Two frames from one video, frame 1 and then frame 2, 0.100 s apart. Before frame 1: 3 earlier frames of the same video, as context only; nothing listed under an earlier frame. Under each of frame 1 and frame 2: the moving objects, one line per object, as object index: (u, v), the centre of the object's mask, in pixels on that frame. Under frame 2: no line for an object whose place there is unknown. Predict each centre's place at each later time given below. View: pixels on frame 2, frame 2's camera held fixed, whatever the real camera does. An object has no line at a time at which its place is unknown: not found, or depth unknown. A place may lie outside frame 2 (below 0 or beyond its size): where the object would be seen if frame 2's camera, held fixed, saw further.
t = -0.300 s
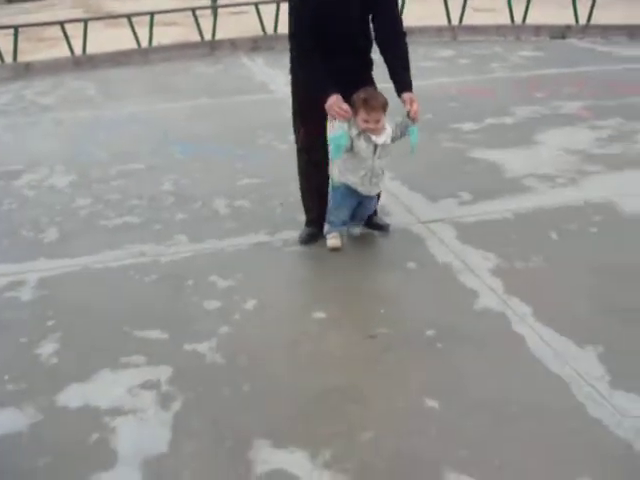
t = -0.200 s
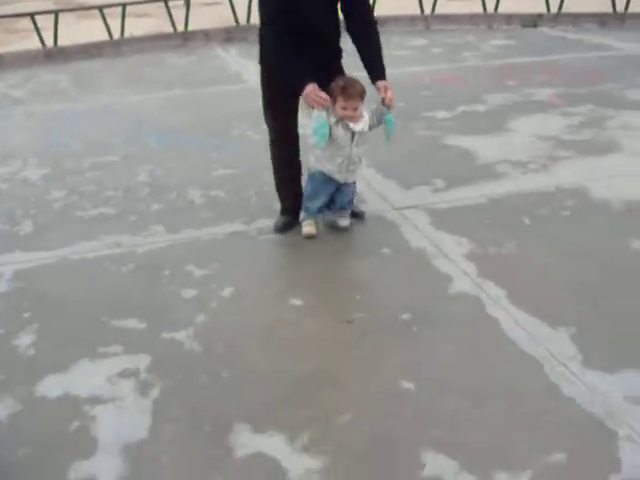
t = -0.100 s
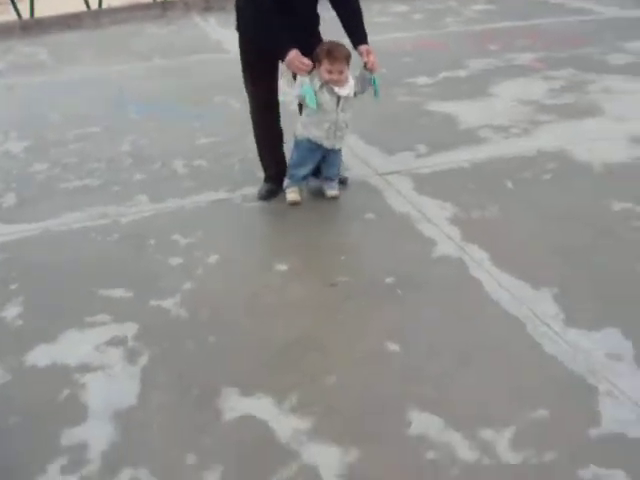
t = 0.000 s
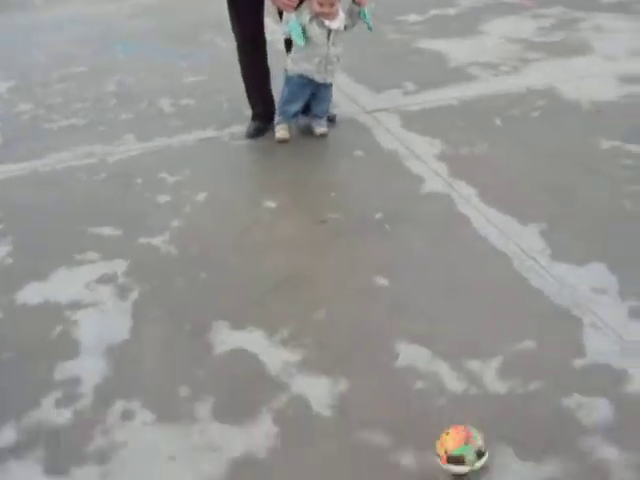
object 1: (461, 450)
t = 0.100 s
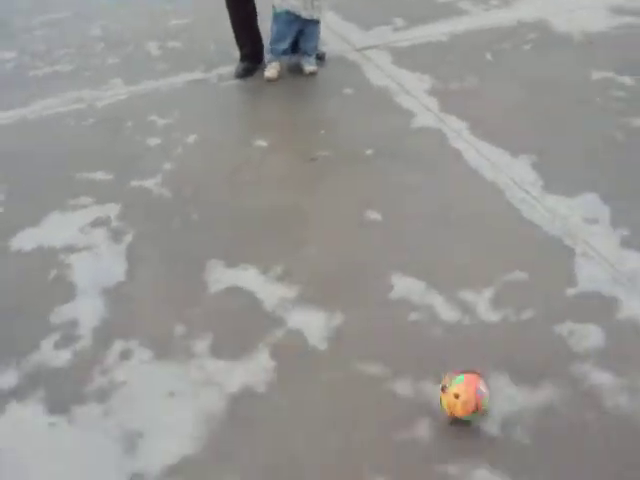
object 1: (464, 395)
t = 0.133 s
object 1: (466, 402)
